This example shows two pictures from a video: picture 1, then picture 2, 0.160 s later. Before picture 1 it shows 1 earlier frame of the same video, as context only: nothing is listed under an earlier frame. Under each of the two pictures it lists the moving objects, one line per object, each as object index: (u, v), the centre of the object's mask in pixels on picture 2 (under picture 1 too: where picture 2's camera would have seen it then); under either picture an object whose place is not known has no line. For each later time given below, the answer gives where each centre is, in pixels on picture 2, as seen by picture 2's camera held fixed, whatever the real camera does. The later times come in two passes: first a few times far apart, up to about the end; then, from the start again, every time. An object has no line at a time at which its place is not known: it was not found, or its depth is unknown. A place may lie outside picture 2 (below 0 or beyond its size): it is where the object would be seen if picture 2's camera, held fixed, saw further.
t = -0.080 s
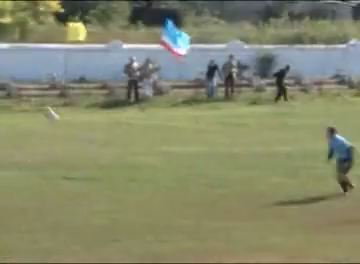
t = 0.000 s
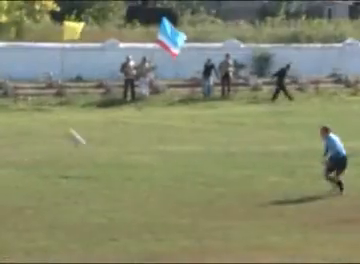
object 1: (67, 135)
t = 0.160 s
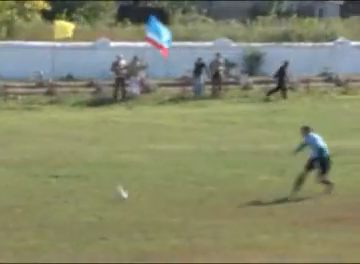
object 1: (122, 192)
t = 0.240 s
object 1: (148, 175)
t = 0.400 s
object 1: (199, 140)
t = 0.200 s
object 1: (136, 186)
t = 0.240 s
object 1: (148, 175)
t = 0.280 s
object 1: (160, 165)
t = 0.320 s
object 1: (173, 156)
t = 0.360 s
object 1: (187, 148)
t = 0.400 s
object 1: (199, 140)
